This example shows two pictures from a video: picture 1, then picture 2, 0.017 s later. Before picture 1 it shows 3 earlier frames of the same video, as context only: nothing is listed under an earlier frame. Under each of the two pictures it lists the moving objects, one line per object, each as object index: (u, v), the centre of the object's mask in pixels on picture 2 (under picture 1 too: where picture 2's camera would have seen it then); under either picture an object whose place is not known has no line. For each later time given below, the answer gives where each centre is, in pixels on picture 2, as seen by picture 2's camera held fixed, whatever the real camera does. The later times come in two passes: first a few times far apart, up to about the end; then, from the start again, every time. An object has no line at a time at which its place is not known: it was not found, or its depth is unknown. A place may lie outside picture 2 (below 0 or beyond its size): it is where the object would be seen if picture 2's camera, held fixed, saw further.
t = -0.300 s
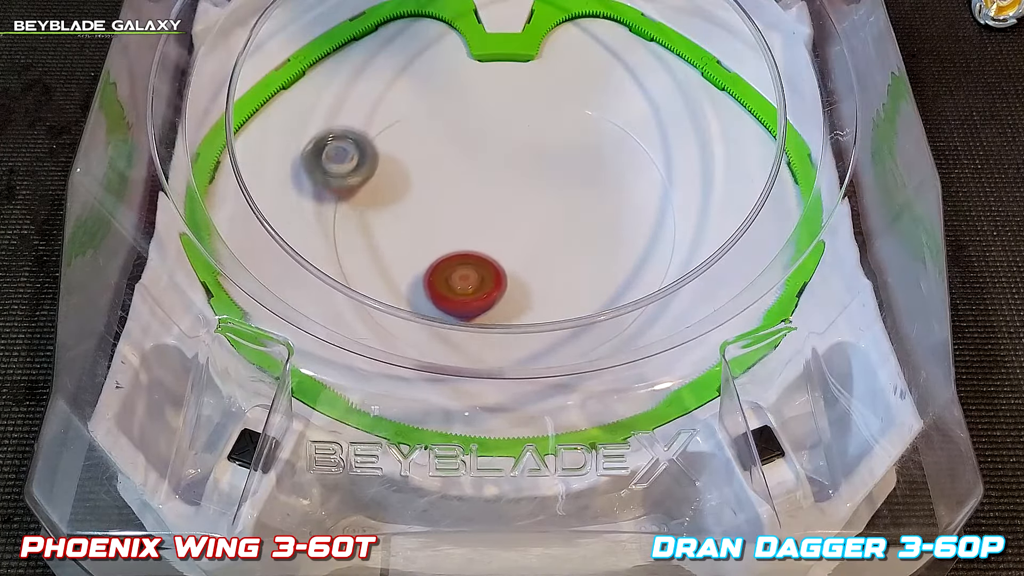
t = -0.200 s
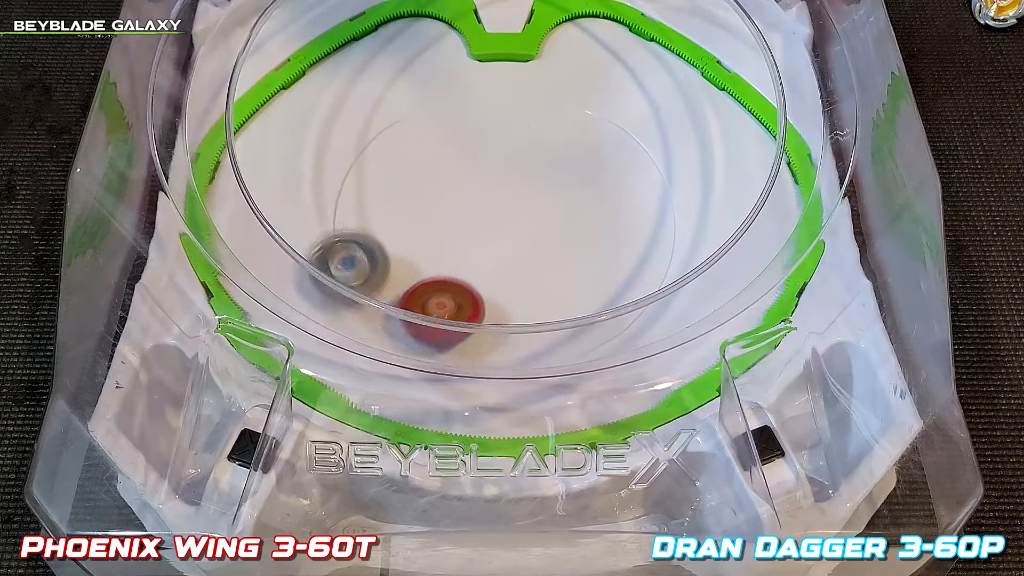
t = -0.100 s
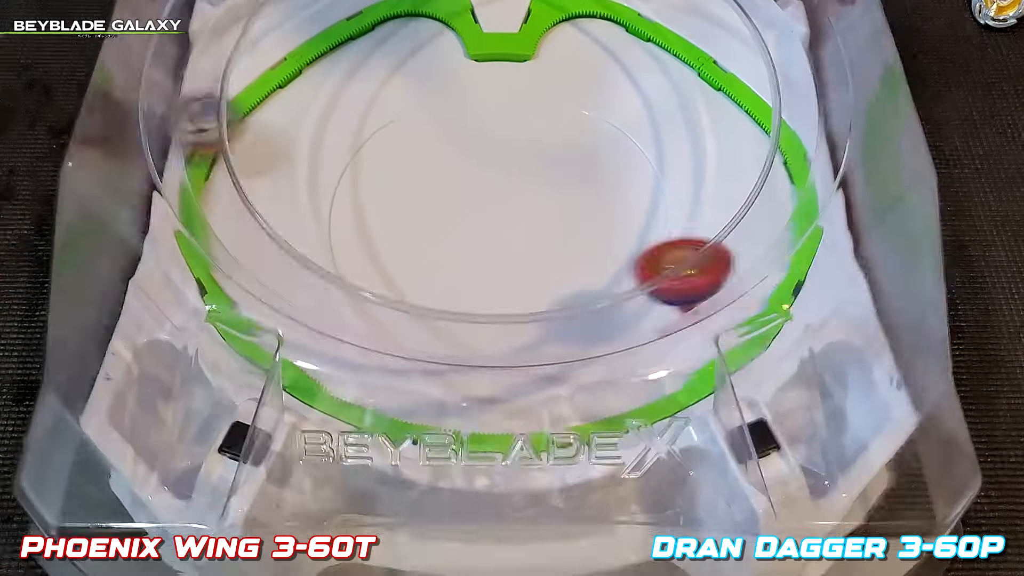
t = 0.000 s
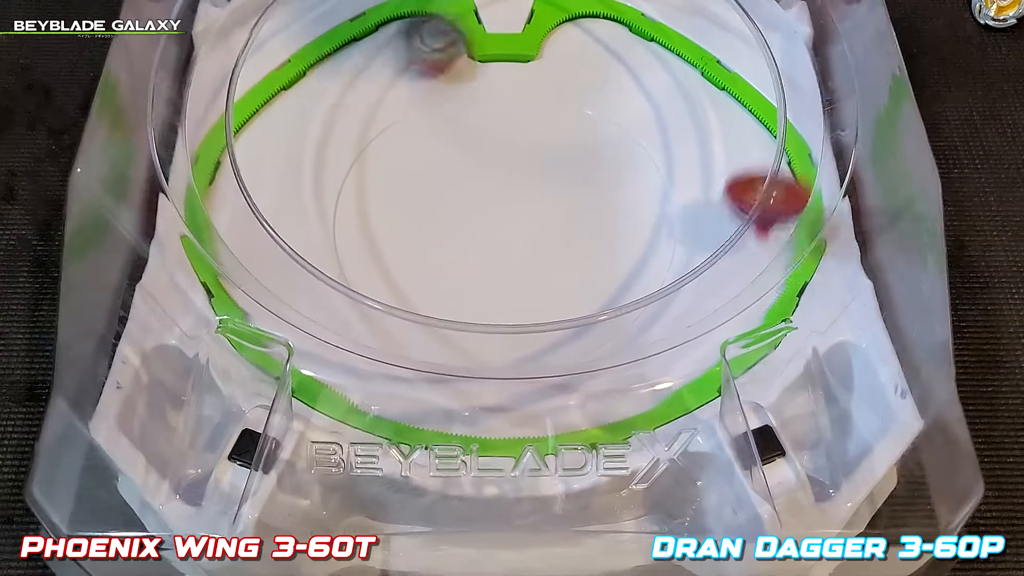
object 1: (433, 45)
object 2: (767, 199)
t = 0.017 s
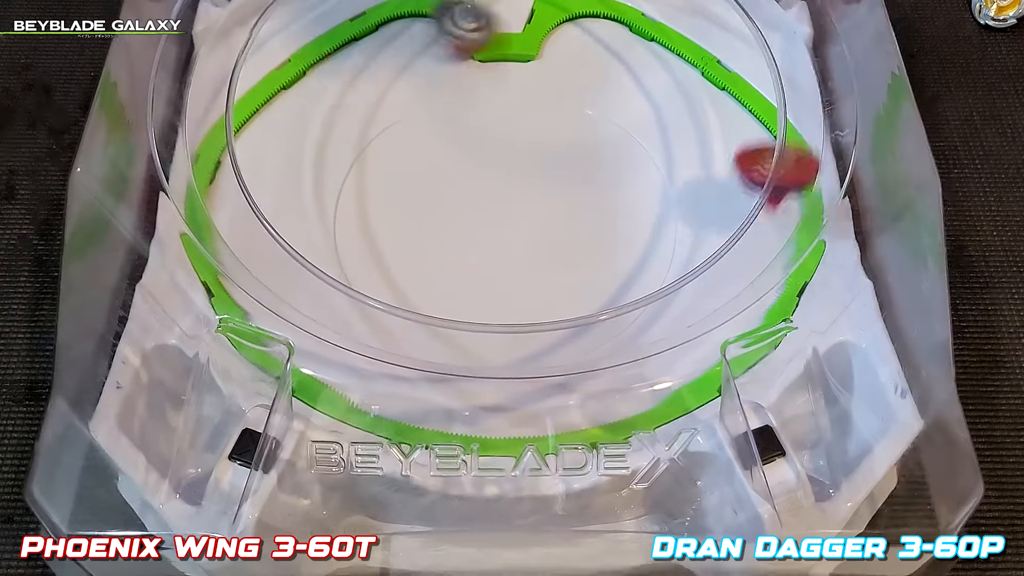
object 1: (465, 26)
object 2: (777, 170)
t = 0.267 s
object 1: (291, 111)
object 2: (714, 9)
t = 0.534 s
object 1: (425, 258)
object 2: (366, 23)
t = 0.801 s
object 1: (767, 176)
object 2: (267, 146)
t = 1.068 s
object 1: (610, 69)
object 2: (378, 316)
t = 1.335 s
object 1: (474, 126)
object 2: (487, 234)
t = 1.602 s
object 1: (353, 78)
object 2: (610, 299)
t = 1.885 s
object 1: (578, 364)
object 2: (569, 109)
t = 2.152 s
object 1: (737, 86)
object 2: (345, 165)
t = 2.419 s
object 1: (545, 130)
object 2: (523, 336)
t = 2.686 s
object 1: (531, 334)
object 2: (655, 143)
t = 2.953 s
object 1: (569, 264)
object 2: (421, 74)
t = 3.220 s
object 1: (554, 231)
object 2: (373, 268)
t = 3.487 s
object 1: (495, 184)
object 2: (640, 273)
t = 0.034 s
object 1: (461, 21)
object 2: (784, 145)
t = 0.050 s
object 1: (443, 18)
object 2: (792, 122)
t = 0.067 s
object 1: (424, 17)
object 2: (798, 103)
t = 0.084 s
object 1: (405, 18)
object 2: (802, 90)
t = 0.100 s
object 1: (387, 21)
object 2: (806, 79)
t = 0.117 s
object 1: (368, 26)
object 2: (808, 72)
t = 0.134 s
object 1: (351, 37)
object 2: (808, 69)
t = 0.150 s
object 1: (335, 48)
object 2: (804, 68)
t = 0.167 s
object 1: (323, 48)
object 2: (795, 50)
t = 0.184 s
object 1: (316, 55)
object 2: (785, 30)
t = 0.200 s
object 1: (309, 65)
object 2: (777, 17)
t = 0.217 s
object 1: (303, 79)
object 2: (768, 11)
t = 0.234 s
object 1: (298, 95)
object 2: (752, 11)
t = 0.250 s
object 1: (294, 102)
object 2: (735, 10)
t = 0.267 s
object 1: (291, 111)
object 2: (714, 9)
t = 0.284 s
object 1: (290, 122)
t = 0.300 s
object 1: (288, 135)
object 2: (673, 6)
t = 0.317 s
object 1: (289, 143)
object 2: (652, 7)
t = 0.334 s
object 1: (291, 151)
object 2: (632, 8)
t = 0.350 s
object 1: (293, 162)
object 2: (612, 10)
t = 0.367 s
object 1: (298, 170)
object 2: (590, 10)
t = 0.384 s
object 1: (303, 177)
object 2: (568, 10)
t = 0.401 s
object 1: (309, 188)
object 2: (547, 11)
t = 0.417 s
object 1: (318, 194)
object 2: (524, 11)
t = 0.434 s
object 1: (328, 202)
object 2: (504, 13)
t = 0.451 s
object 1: (337, 212)
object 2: (479, 16)
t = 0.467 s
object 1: (352, 221)
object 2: (456, 16)
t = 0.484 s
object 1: (366, 232)
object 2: (433, 18)
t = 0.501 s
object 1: (383, 242)
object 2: (410, 22)
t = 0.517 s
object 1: (403, 250)
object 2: (388, 28)
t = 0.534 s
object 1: (425, 258)
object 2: (366, 23)
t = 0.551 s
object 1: (449, 263)
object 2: (346, 21)
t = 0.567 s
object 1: (474, 268)
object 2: (325, 20)
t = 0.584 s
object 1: (500, 271)
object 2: (305, 21)
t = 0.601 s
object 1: (526, 273)
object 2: (280, 20)
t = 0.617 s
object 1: (553, 272)
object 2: (258, 20)
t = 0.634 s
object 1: (579, 271)
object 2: (232, 18)
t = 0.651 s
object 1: (605, 266)
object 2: (215, 18)
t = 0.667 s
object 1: (639, 257)
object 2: (208, 20)
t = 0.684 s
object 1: (665, 246)
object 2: (212, 31)
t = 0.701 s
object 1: (684, 234)
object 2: (216, 48)
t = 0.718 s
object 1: (697, 222)
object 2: (224, 65)
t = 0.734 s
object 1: (711, 211)
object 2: (235, 90)
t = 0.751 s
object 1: (722, 203)
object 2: (248, 116)
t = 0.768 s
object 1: (737, 194)
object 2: (260, 129)
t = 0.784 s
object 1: (755, 183)
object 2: (263, 136)
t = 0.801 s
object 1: (767, 176)
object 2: (267, 146)
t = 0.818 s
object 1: (781, 168)
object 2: (272, 160)
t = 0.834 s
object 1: (793, 158)
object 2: (279, 176)
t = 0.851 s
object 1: (789, 145)
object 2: (288, 196)
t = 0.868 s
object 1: (774, 134)
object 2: (296, 208)
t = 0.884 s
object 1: (758, 126)
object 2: (302, 216)
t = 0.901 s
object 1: (743, 123)
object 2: (310, 226)
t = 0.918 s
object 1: (726, 119)
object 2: (319, 238)
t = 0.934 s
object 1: (714, 108)
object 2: (324, 256)
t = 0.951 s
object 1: (701, 99)
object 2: (330, 263)
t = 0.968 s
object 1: (688, 93)
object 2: (337, 272)
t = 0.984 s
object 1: (673, 90)
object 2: (343, 284)
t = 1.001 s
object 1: (659, 87)
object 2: (351, 297)
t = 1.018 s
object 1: (647, 79)
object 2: (357, 301)
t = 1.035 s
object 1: (634, 74)
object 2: (364, 307)
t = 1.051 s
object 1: (621, 71)
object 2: (372, 314)
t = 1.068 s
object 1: (610, 69)
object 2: (378, 316)
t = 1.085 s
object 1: (597, 66)
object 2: (384, 319)
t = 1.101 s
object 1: (587, 61)
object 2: (390, 321)
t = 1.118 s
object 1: (574, 61)
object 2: (395, 322)
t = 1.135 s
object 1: (567, 59)
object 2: (400, 321)
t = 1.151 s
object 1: (557, 59)
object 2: (405, 319)
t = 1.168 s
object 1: (547, 61)
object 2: (411, 312)
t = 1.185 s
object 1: (538, 60)
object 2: (416, 310)
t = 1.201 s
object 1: (529, 62)
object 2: (424, 305)
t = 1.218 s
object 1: (520, 68)
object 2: (434, 293)
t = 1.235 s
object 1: (512, 72)
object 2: (442, 290)
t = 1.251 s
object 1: (505, 76)
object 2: (450, 285)
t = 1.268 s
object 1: (497, 85)
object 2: (460, 278)
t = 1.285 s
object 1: (491, 92)
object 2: (468, 268)
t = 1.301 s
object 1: (484, 102)
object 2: (476, 257)
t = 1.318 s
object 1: (479, 112)
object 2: (482, 246)
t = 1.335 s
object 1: (474, 126)
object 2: (487, 234)
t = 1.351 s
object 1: (470, 139)
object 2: (491, 223)
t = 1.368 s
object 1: (466, 149)
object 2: (494, 214)
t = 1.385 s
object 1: (453, 134)
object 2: (505, 230)
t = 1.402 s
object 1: (443, 117)
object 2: (516, 248)
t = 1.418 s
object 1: (435, 97)
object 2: (526, 264)
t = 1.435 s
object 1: (427, 81)
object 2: (537, 278)
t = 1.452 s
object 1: (420, 66)
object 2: (547, 290)
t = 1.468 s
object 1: (413, 52)
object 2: (556, 296)
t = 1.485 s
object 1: (407, 41)
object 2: (568, 311)
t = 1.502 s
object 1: (401, 30)
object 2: (578, 318)
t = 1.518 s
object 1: (396, 25)
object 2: (589, 326)
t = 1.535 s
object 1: (390, 19)
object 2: (595, 322)
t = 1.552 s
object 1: (386, 16)
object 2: (598, 313)
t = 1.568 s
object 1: (378, 22)
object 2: (601, 310)
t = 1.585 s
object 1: (365, 44)
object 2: (605, 310)
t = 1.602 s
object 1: (353, 78)
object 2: (610, 299)
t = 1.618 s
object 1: (343, 104)
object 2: (613, 283)
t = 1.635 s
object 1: (332, 131)
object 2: (620, 278)
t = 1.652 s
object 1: (320, 164)
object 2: (627, 273)
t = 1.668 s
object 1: (310, 191)
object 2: (635, 262)
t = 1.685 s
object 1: (304, 219)
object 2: (641, 251)
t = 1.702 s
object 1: (291, 254)
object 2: (645, 238)
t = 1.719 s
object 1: (280, 283)
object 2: (647, 224)
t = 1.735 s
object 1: (278, 304)
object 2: (646, 211)
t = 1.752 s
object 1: (274, 336)
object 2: (644, 197)
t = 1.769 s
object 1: (313, 335)
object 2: (640, 184)
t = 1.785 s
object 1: (343, 345)
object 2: (634, 171)
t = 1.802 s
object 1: (387, 352)
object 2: (626, 158)
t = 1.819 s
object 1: (426, 360)
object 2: (618, 146)
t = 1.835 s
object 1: (466, 361)
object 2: (608, 136)
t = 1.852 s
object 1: (504, 361)
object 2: (596, 126)
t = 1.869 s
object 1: (541, 365)
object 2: (583, 117)
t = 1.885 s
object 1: (578, 364)
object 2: (569, 109)
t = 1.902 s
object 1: (612, 360)
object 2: (555, 103)
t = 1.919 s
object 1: (645, 359)
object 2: (540, 97)
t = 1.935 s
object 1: (675, 357)
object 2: (524, 93)
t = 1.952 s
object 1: (709, 347)
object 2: (508, 91)
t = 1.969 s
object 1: (726, 322)
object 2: (490, 89)
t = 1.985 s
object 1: (741, 298)
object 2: (473, 89)
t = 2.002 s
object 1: (754, 278)
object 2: (457, 90)
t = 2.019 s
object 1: (767, 256)
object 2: (440, 92)
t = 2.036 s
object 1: (779, 232)
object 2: (424, 96)
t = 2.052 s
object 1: (790, 213)
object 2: (409, 101)
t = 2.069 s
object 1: (801, 190)
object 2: (395, 108)
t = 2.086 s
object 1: (791, 170)
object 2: (380, 116)
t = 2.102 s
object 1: (779, 145)
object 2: (368, 124)
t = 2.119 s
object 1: (767, 127)
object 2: (357, 136)
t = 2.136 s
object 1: (754, 105)
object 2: (352, 150)
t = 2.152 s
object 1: (737, 86)
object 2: (345, 165)
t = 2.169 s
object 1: (718, 73)
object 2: (340, 179)
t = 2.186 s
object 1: (699, 61)
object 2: (338, 194)
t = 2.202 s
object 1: (682, 48)
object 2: (339, 211)
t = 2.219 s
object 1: (665, 37)
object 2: (341, 227)
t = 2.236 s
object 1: (648, 27)
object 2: (346, 243)
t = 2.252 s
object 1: (630, 20)
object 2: (356, 256)
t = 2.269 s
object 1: (614, 18)
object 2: (367, 268)
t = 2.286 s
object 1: (600, 13)
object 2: (375, 286)
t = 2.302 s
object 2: (389, 298)
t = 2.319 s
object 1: (558, 23)
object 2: (405, 310)
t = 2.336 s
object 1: (548, 37)
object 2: (423, 315)
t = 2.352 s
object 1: (549, 54)
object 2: (441, 328)
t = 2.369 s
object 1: (548, 72)
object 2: (461, 333)
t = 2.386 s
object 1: (548, 90)
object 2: (481, 336)
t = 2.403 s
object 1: (547, 111)
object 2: (502, 337)
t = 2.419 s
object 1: (545, 130)
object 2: (523, 336)
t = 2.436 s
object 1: (544, 150)
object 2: (544, 333)
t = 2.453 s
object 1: (542, 170)
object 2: (564, 329)
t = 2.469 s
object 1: (539, 190)
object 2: (584, 326)
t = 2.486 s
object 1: (537, 208)
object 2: (601, 312)
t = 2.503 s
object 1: (535, 226)
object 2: (616, 301)
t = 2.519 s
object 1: (532, 244)
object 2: (629, 288)
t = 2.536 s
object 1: (530, 261)
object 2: (638, 271)
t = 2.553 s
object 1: (528, 275)
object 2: (650, 260)
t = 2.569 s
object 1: (526, 288)
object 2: (659, 248)
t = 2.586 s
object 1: (525, 296)
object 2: (664, 233)
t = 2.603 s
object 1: (523, 302)
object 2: (667, 217)
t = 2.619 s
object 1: (523, 321)
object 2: (669, 202)
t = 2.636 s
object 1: (524, 331)
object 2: (668, 186)
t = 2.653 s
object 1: (526, 337)
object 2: (666, 171)
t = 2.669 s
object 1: (529, 339)
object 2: (661, 157)
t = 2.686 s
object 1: (531, 334)
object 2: (655, 143)
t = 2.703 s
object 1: (533, 332)
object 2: (648, 130)
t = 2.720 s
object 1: (535, 326)
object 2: (636, 119)
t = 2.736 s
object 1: (538, 319)
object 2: (624, 107)
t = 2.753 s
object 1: (542, 310)
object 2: (610, 98)
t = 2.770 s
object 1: (544, 299)
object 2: (594, 91)
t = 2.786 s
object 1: (547, 297)
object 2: (576, 84)
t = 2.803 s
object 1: (551, 292)
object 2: (560, 78)
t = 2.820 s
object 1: (555, 289)
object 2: (543, 73)
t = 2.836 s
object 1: (558, 285)
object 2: (527, 68)
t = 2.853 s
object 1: (561, 281)
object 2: (511, 65)
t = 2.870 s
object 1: (563, 277)
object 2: (495, 64)
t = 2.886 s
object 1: (564, 273)
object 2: (480, 64)
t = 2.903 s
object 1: (567, 269)
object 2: (464, 65)
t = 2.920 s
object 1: (567, 268)
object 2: (449, 67)
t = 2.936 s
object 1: (569, 266)
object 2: (434, 70)
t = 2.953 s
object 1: (569, 264)
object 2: (421, 74)
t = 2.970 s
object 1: (569, 263)
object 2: (409, 79)
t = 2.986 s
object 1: (569, 262)
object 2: (398, 85)
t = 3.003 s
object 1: (569, 261)
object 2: (388, 94)
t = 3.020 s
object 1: (569, 260)
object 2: (379, 102)
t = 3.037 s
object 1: (569, 258)
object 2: (370, 112)
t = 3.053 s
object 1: (569, 257)
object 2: (362, 123)
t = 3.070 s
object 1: (568, 255)
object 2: (355, 136)
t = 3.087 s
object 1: (567, 253)
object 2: (350, 152)
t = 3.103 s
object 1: (567, 251)
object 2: (347, 167)
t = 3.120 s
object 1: (566, 249)
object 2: (344, 183)
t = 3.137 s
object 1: (564, 247)
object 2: (343, 198)
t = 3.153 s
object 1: (563, 244)
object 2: (344, 213)
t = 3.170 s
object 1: (562, 240)
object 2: (348, 229)
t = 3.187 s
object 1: (560, 237)
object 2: (353, 244)
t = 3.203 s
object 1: (557, 235)
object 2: (362, 257)
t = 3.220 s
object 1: (554, 231)
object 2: (373, 268)
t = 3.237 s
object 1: (552, 228)
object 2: (382, 284)
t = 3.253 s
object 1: (550, 224)
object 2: (395, 296)
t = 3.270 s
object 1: (547, 220)
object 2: (411, 307)
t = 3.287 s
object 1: (543, 217)
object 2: (427, 316)
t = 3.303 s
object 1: (539, 213)
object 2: (445, 329)
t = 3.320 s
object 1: (536, 210)
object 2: (465, 332)
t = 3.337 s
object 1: (530, 207)
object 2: (484, 336)
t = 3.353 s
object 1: (527, 203)
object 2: (505, 338)
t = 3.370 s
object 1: (523, 200)
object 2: (526, 338)
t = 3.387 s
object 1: (518, 198)
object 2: (546, 335)
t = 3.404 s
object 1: (514, 195)
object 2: (565, 330)
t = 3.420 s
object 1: (510, 193)
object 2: (586, 326)
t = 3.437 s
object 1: (506, 190)
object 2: (603, 312)
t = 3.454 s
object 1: (503, 188)
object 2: (618, 303)
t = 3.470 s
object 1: (498, 186)
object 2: (631, 291)
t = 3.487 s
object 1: (495, 184)
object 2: (640, 273)
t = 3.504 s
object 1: (491, 182)
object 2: (651, 263)
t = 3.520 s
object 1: (487, 181)
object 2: (661, 251)
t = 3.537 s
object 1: (483, 180)
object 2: (668, 238)
